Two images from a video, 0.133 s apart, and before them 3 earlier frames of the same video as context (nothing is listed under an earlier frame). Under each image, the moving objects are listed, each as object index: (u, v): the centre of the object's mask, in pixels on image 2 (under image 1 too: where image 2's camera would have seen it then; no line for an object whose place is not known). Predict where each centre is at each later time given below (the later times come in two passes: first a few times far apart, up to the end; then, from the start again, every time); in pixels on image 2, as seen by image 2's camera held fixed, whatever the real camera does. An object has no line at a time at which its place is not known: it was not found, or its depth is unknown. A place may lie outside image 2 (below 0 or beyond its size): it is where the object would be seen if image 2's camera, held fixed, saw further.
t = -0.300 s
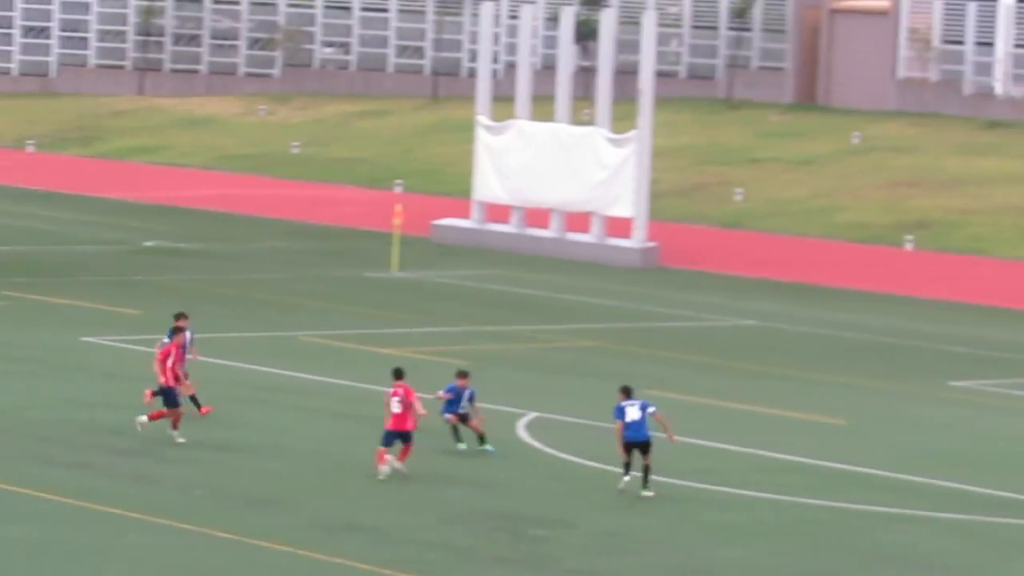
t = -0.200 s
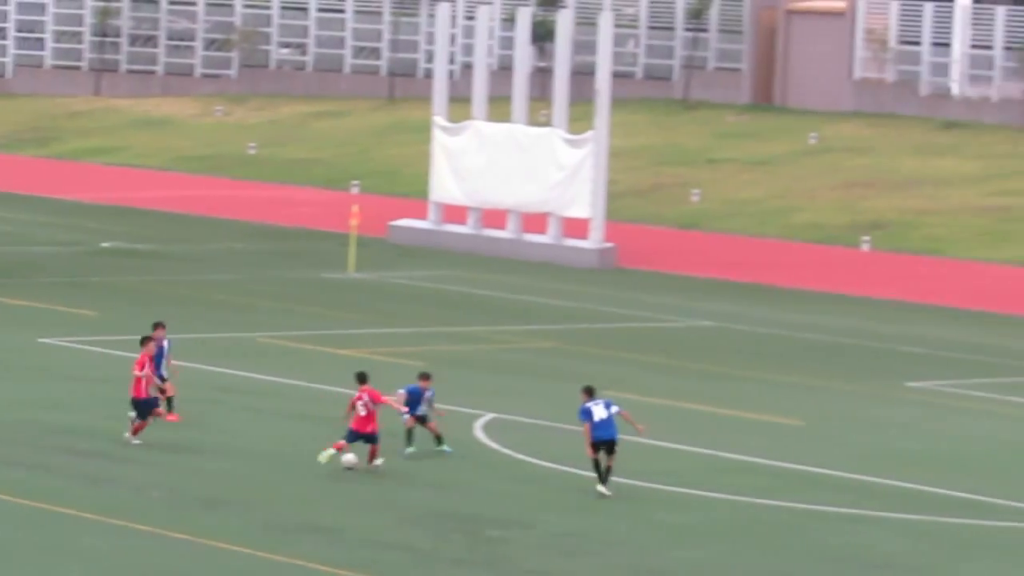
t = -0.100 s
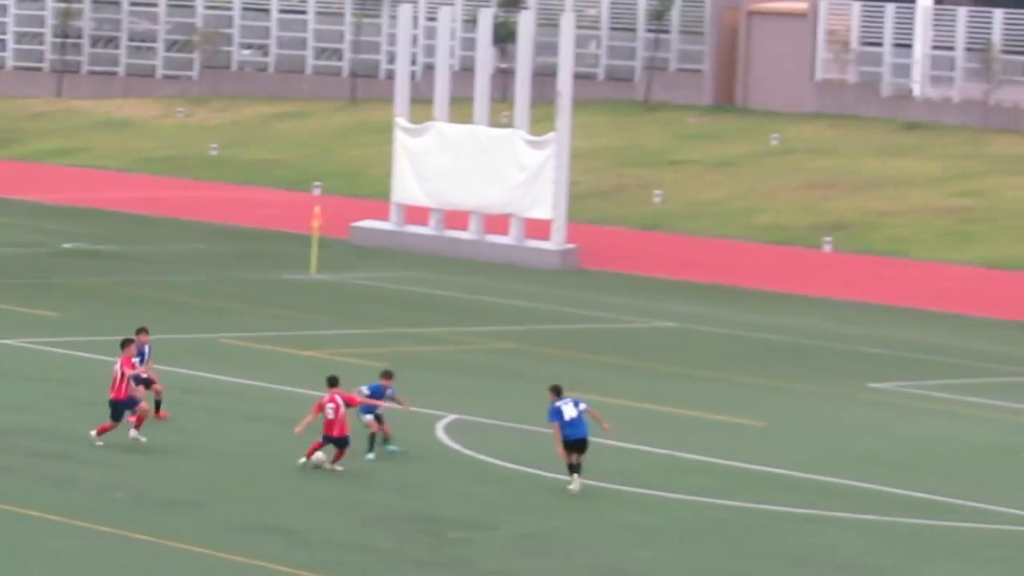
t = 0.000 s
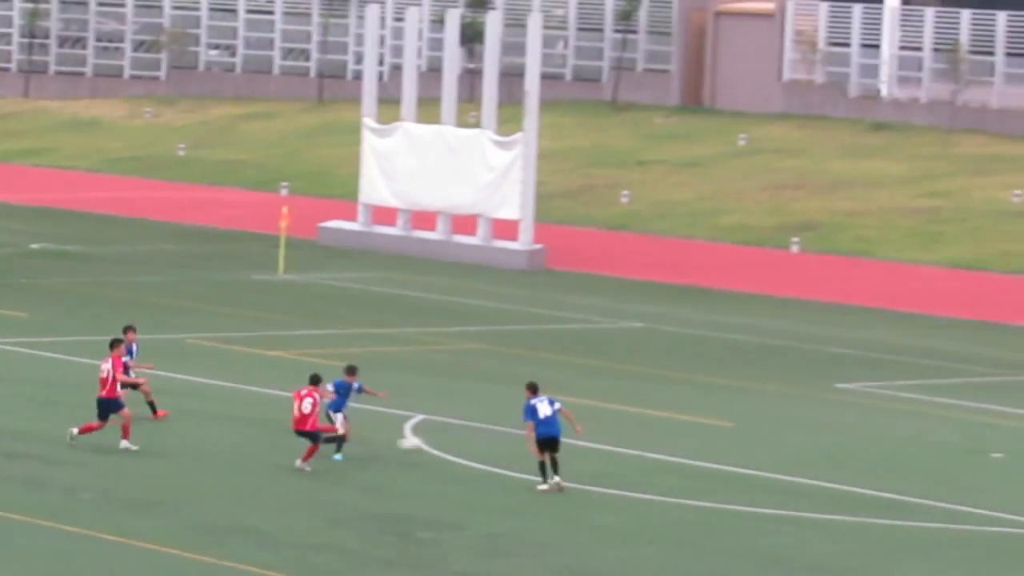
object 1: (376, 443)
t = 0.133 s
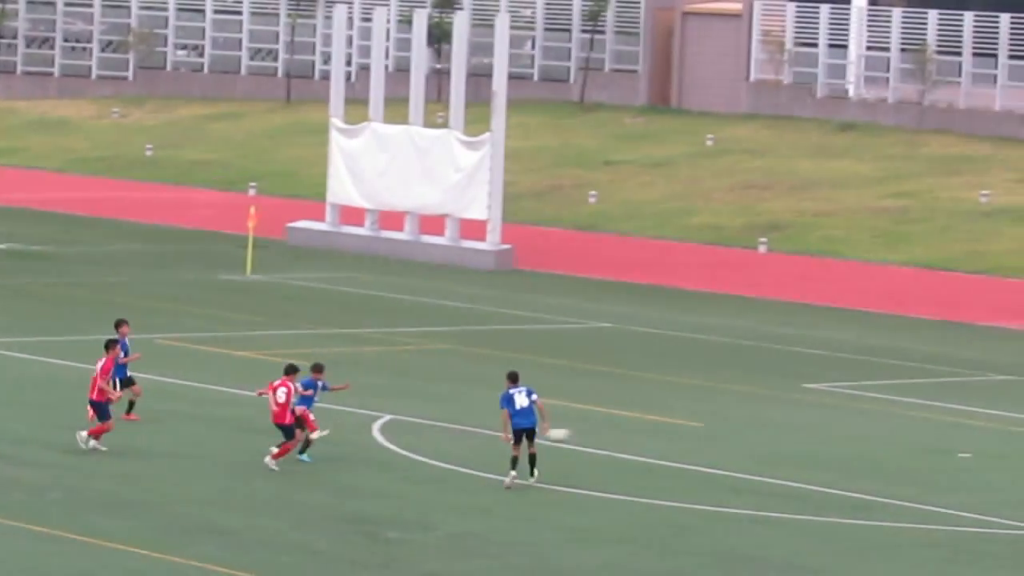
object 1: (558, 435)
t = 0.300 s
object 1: (766, 442)
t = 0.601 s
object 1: (1078, 447)
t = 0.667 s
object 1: (1141, 452)
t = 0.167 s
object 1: (600, 434)
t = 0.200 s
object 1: (643, 435)
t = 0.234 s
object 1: (685, 436)
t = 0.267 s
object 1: (726, 439)
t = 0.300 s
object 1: (766, 442)
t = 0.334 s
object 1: (807, 445)
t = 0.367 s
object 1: (848, 451)
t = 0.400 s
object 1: (887, 457)
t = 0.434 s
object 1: (921, 455)
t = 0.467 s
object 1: (952, 451)
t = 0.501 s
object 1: (982, 448)
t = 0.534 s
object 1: (1015, 447)
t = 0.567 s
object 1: (1048, 447)
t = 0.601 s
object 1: (1078, 447)
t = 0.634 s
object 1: (1111, 449)
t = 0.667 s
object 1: (1141, 452)
